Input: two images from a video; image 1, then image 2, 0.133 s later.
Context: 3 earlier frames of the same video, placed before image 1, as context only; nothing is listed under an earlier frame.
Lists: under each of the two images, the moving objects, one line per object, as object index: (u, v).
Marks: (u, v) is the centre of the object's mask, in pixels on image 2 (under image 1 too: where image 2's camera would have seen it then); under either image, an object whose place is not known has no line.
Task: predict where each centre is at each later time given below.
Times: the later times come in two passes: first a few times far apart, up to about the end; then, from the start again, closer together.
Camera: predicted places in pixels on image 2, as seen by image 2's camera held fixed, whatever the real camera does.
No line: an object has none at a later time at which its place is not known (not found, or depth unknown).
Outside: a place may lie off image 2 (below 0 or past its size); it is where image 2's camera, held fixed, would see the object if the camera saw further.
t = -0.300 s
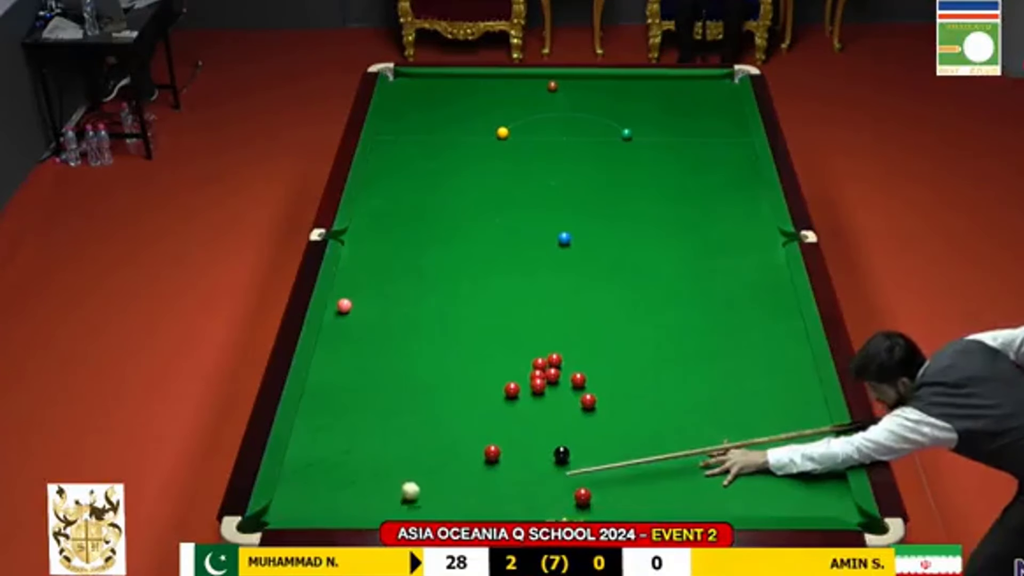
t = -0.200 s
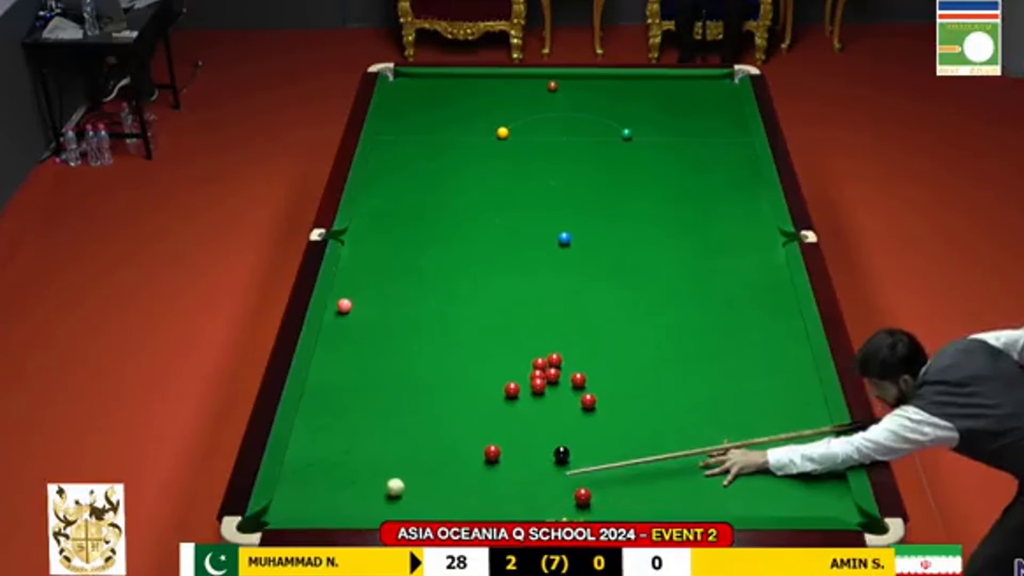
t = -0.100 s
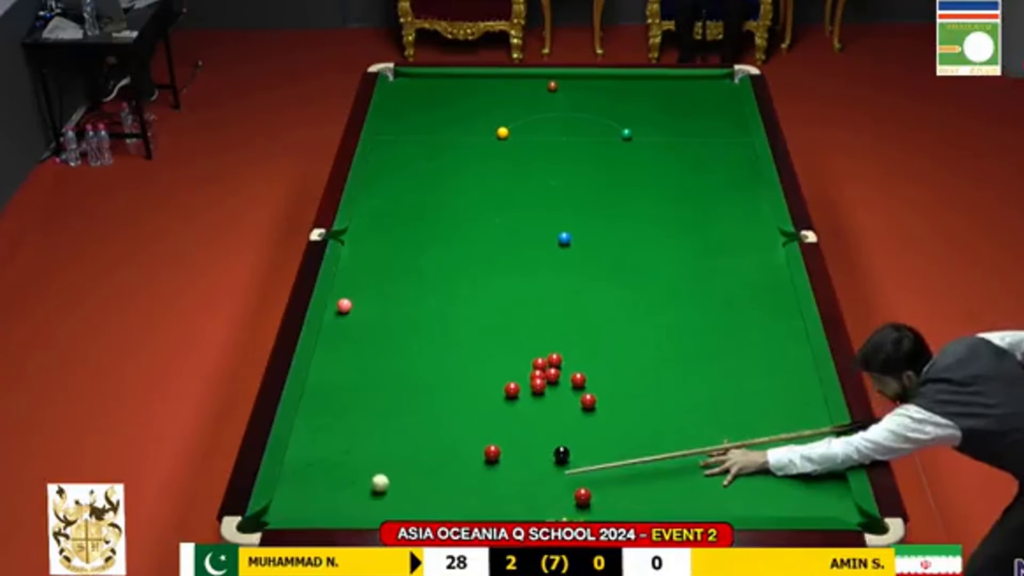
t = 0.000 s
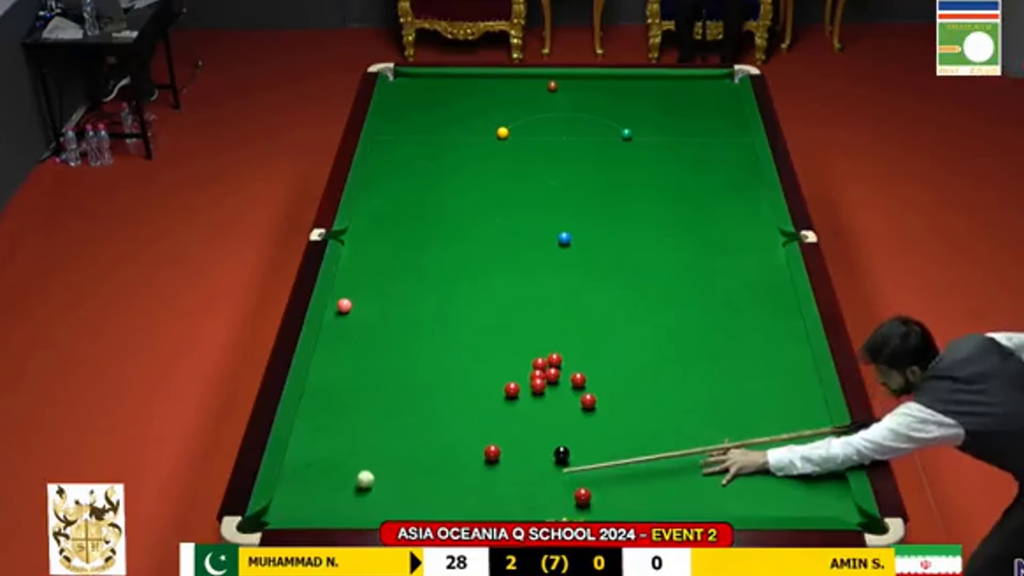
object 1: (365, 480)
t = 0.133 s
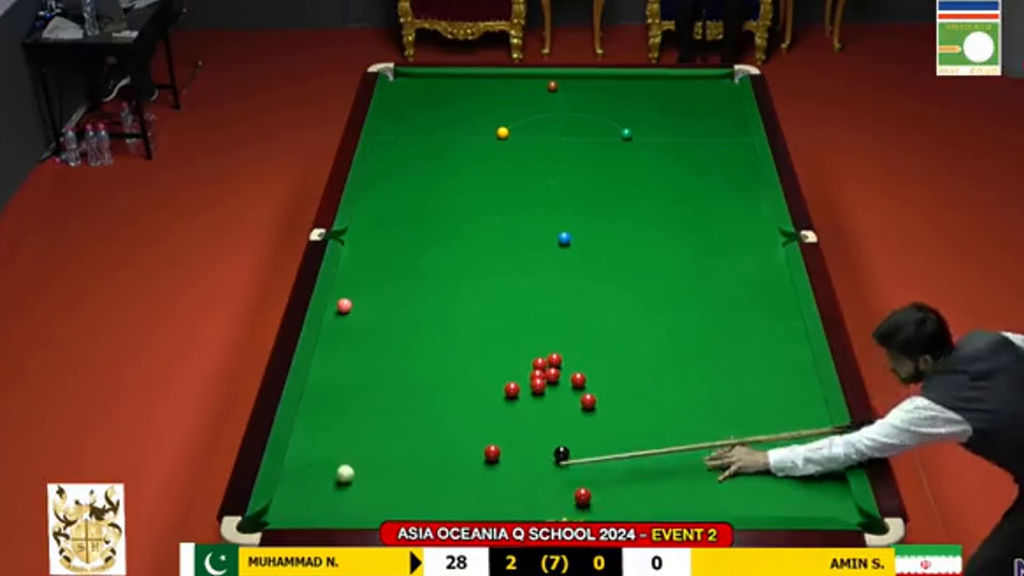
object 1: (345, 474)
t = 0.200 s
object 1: (337, 472)
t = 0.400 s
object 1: (310, 465)
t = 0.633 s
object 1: (301, 457)
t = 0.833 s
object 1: (319, 451)
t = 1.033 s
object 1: (336, 445)
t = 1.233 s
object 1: (352, 439)
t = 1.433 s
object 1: (366, 434)
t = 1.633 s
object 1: (380, 430)
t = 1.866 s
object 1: (394, 425)
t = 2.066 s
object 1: (406, 421)
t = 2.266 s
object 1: (416, 417)
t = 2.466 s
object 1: (425, 414)
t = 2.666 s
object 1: (434, 411)
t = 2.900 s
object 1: (443, 409)
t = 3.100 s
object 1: (449, 407)
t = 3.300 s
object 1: (455, 405)
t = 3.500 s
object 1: (460, 404)
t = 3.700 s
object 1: (463, 403)
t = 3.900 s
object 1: (466, 403)
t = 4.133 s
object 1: (468, 402)
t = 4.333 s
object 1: (468, 402)
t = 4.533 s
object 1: (468, 402)
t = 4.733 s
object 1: (468, 402)
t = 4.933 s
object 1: (468, 402)
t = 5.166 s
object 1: (468, 402)
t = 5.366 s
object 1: (468, 402)
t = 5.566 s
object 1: (468, 402)
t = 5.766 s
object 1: (468, 402)
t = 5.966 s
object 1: (468, 402)
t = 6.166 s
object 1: (468, 402)
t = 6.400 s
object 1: (468, 402)
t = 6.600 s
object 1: (468, 402)
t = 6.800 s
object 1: (468, 402)
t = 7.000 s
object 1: (468, 402)
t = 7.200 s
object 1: (468, 402)
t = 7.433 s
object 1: (468, 402)
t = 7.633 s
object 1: (468, 402)
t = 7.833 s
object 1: (468, 402)
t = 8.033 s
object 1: (468, 402)
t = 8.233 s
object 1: (468, 402)
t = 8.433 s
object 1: (468, 402)
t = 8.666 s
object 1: (468, 402)
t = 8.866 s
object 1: (468, 402)
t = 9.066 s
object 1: (468, 402)
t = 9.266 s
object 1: (468, 402)
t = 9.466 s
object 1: (468, 402)
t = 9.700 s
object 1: (468, 402)
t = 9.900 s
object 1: (468, 402)
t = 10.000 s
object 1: (468, 402)
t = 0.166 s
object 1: (342, 474)
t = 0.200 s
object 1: (337, 472)
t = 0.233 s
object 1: (331, 471)
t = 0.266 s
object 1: (329, 470)
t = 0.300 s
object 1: (323, 468)
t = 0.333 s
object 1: (317, 467)
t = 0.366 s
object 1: (315, 466)
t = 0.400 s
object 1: (310, 465)
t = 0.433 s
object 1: (304, 463)
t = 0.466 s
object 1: (302, 463)
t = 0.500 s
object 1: (297, 461)
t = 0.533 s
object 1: (291, 461)
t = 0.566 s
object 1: (292, 460)
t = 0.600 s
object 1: (297, 458)
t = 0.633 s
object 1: (301, 457)
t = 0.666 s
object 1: (303, 456)
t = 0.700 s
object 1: (306, 455)
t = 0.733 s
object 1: (310, 454)
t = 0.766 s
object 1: (312, 453)
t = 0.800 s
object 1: (315, 452)
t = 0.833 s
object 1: (319, 451)
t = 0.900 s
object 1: (324, 449)
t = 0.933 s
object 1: (328, 448)
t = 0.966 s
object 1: (329, 447)
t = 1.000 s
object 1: (332, 446)
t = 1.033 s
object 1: (336, 445)
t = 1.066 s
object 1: (337, 444)
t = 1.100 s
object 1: (341, 443)
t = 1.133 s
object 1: (344, 442)
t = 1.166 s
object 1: (345, 441)
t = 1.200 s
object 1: (348, 440)
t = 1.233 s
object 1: (352, 439)
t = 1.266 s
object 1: (353, 439)
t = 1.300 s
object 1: (356, 438)
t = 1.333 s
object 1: (359, 437)
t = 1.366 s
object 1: (360, 436)
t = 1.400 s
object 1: (363, 435)
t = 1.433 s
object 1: (366, 434)
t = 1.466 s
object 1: (367, 434)
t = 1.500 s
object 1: (370, 433)
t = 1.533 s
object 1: (373, 432)
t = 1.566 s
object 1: (375, 432)
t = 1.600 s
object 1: (377, 431)
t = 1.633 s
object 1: (380, 430)
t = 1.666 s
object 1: (381, 429)
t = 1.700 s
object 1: (384, 428)
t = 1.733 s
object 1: (386, 427)
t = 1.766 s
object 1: (388, 427)
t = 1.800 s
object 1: (390, 426)
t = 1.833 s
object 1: (393, 426)
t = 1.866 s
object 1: (394, 425)
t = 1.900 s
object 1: (396, 424)
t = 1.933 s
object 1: (398, 423)
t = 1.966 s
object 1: (400, 423)
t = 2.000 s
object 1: (402, 422)
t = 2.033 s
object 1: (404, 421)
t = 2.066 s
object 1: (406, 421)
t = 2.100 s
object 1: (408, 420)
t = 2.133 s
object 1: (410, 419)
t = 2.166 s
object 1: (411, 419)
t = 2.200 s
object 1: (413, 418)
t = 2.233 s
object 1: (415, 418)
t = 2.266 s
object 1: (416, 417)
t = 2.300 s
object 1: (418, 417)
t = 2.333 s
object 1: (420, 416)
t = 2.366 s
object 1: (421, 416)
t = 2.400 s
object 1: (422, 415)
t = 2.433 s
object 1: (424, 415)
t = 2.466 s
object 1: (425, 414)
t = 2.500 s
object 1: (427, 414)
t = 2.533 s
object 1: (429, 413)
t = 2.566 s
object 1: (429, 413)
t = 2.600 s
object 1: (431, 412)
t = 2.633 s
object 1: (433, 412)
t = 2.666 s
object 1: (434, 411)
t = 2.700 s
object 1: (435, 411)
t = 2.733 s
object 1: (437, 411)
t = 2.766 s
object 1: (437, 410)
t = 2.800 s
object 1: (439, 410)
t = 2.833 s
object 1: (440, 409)
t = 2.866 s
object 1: (441, 409)
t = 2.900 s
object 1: (443, 409)
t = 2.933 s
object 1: (444, 409)
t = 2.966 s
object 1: (445, 408)
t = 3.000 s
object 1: (446, 408)
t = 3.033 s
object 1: (447, 407)
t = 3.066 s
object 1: (448, 407)
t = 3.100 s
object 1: (449, 407)
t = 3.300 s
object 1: (455, 405)
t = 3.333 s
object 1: (456, 405)
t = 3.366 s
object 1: (456, 405)
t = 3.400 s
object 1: (457, 404)
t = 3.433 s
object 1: (458, 404)
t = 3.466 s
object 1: (459, 404)
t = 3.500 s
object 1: (460, 404)
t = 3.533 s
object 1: (460, 404)
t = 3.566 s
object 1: (461, 404)
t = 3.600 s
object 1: (462, 404)
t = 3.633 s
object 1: (462, 404)
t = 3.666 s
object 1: (463, 404)
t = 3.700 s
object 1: (463, 403)
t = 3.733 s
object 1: (464, 403)
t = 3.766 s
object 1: (464, 403)
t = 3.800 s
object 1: (465, 403)
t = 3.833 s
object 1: (465, 403)
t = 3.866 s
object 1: (466, 403)
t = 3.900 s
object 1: (466, 403)
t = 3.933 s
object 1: (466, 403)
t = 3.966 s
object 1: (466, 402)
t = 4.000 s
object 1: (467, 402)
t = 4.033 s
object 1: (467, 402)
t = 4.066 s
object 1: (467, 402)
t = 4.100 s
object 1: (467, 402)
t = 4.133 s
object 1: (468, 402)
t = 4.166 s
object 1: (468, 402)
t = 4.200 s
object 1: (468, 402)
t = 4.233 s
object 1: (468, 402)
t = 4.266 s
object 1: (468, 402)
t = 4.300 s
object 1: (468, 402)
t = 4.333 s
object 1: (468, 402)
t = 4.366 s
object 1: (468, 402)
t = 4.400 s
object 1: (468, 402)
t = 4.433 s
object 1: (468, 402)
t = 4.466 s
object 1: (468, 402)
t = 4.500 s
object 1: (468, 402)
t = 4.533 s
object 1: (468, 402)
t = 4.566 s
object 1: (468, 402)
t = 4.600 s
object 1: (468, 402)
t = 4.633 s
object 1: (468, 402)
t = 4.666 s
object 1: (468, 402)
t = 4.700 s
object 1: (468, 402)
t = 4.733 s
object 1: (468, 402)
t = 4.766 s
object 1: (468, 402)
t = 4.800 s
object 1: (468, 402)
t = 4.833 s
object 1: (468, 402)
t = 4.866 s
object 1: (468, 402)
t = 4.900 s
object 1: (468, 402)
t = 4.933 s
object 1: (468, 402)
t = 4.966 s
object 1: (468, 402)
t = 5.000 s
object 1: (468, 402)
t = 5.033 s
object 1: (468, 402)
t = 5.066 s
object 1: (468, 402)
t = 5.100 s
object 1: (468, 402)
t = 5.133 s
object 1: (468, 402)
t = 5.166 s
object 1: (468, 402)
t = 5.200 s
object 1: (468, 402)
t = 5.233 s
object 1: (468, 402)
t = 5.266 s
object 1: (468, 402)
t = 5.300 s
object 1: (468, 402)
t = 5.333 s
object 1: (468, 402)
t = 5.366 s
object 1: (468, 402)
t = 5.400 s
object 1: (468, 402)
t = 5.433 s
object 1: (468, 402)
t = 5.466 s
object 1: (468, 402)
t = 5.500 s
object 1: (468, 402)
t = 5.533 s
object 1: (468, 402)
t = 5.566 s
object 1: (468, 402)
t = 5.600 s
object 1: (468, 402)
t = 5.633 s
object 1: (468, 402)
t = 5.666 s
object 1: (468, 402)
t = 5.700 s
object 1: (468, 402)
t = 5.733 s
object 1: (468, 402)
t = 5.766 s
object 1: (468, 402)
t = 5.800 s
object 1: (468, 402)
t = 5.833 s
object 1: (468, 402)
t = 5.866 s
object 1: (468, 402)
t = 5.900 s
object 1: (468, 402)
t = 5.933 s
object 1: (468, 402)
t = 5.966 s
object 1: (468, 402)
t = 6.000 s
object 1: (468, 402)
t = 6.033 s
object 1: (468, 402)
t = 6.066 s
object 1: (468, 402)
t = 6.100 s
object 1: (468, 402)
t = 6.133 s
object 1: (468, 402)
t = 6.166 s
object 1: (468, 402)
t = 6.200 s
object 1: (468, 402)
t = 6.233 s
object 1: (468, 402)
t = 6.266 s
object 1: (468, 402)
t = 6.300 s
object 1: (468, 402)
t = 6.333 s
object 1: (468, 402)
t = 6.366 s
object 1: (468, 402)
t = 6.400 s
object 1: (468, 402)
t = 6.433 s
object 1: (468, 402)
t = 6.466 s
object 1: (468, 402)
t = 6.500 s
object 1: (468, 402)
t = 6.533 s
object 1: (468, 402)
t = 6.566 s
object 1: (468, 402)
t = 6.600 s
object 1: (468, 402)
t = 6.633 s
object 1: (468, 402)
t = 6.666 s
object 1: (468, 402)
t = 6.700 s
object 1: (468, 402)
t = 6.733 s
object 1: (468, 402)
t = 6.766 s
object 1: (468, 402)
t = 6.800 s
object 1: (468, 402)
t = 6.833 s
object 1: (468, 402)
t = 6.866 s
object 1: (468, 402)
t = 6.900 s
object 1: (468, 402)
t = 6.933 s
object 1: (468, 402)
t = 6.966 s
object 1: (468, 402)
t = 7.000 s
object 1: (468, 402)
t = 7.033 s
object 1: (468, 402)
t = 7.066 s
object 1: (468, 402)
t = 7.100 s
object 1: (468, 402)
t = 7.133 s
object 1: (468, 402)
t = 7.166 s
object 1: (468, 402)
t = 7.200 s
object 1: (468, 402)
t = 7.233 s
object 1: (468, 402)
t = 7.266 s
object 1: (468, 402)
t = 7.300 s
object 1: (468, 402)
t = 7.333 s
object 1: (468, 402)
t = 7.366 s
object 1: (468, 402)
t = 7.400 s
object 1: (468, 402)
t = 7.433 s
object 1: (468, 402)
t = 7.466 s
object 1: (468, 402)
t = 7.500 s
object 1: (468, 402)
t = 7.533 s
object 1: (468, 402)
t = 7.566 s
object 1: (468, 402)
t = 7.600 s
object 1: (468, 402)
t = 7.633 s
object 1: (468, 402)
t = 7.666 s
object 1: (468, 402)
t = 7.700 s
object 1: (468, 402)
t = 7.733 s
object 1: (468, 402)
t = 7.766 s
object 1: (468, 402)
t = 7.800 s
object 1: (468, 402)
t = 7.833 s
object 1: (468, 402)
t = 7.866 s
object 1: (468, 402)
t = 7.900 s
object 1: (468, 402)
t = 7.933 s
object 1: (468, 402)
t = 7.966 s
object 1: (468, 402)
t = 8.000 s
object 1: (468, 402)
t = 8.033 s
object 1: (468, 402)
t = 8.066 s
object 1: (468, 402)
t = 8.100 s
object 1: (468, 402)
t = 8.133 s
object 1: (468, 402)
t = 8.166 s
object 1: (468, 402)
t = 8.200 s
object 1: (468, 402)
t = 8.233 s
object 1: (468, 402)
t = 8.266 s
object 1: (468, 402)
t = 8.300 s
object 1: (468, 402)
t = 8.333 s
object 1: (468, 402)
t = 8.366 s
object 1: (468, 402)
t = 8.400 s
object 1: (468, 402)
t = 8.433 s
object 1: (468, 402)
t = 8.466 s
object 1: (468, 402)
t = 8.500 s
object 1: (468, 402)
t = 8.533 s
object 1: (468, 402)
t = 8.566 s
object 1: (468, 402)
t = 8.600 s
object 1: (468, 402)
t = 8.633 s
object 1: (468, 402)
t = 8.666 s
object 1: (468, 402)
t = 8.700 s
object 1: (468, 402)
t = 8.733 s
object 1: (468, 402)
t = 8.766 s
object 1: (468, 402)
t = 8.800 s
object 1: (468, 402)
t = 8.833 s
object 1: (468, 402)
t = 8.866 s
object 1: (468, 402)
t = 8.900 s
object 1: (468, 402)
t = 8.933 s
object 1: (468, 402)
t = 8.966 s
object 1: (468, 402)
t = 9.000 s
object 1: (468, 402)
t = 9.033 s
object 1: (468, 402)
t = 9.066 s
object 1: (468, 402)
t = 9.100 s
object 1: (468, 402)
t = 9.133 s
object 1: (468, 402)
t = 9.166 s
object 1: (468, 402)
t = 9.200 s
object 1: (468, 402)
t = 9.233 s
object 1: (468, 402)
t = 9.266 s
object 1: (468, 402)
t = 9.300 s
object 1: (468, 402)
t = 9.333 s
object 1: (468, 402)
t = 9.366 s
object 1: (468, 402)
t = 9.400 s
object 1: (468, 402)
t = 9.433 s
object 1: (468, 402)
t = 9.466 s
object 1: (468, 402)
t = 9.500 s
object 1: (468, 402)
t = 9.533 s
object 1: (468, 402)
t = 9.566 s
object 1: (468, 402)
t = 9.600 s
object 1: (468, 402)
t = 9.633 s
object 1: (468, 402)
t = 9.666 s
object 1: (468, 402)
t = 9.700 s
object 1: (468, 402)
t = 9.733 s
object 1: (468, 402)
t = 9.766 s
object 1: (468, 402)
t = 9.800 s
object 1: (468, 402)
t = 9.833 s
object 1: (468, 402)
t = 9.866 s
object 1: (468, 402)
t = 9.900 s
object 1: (468, 402)
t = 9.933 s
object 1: (468, 402)
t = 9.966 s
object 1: (468, 402)
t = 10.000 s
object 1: (468, 402)
